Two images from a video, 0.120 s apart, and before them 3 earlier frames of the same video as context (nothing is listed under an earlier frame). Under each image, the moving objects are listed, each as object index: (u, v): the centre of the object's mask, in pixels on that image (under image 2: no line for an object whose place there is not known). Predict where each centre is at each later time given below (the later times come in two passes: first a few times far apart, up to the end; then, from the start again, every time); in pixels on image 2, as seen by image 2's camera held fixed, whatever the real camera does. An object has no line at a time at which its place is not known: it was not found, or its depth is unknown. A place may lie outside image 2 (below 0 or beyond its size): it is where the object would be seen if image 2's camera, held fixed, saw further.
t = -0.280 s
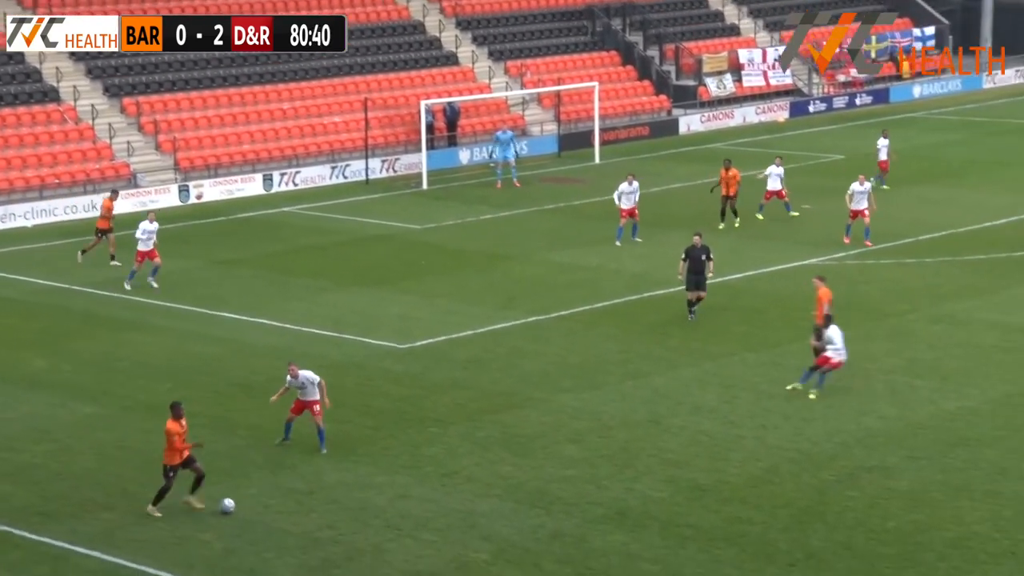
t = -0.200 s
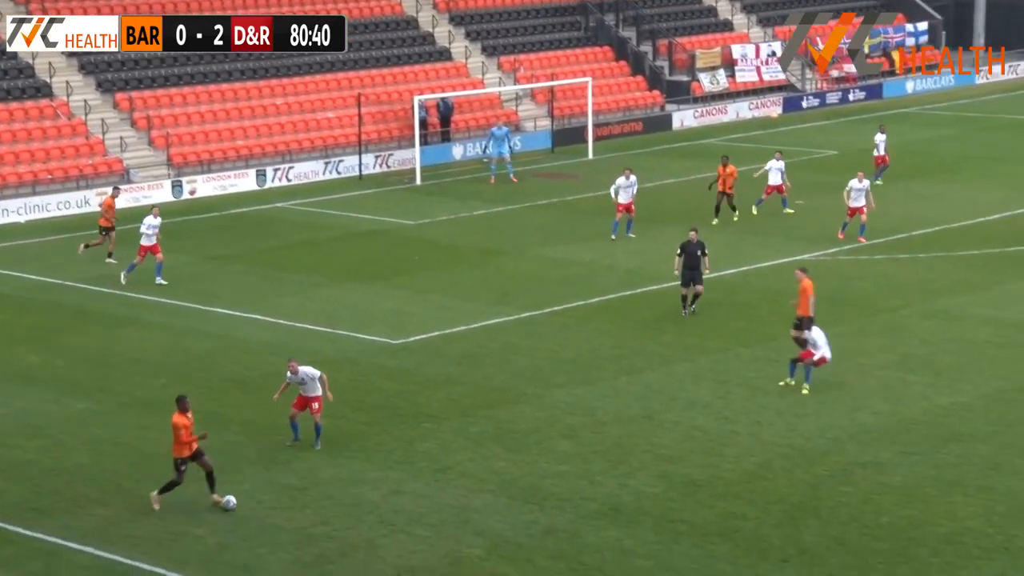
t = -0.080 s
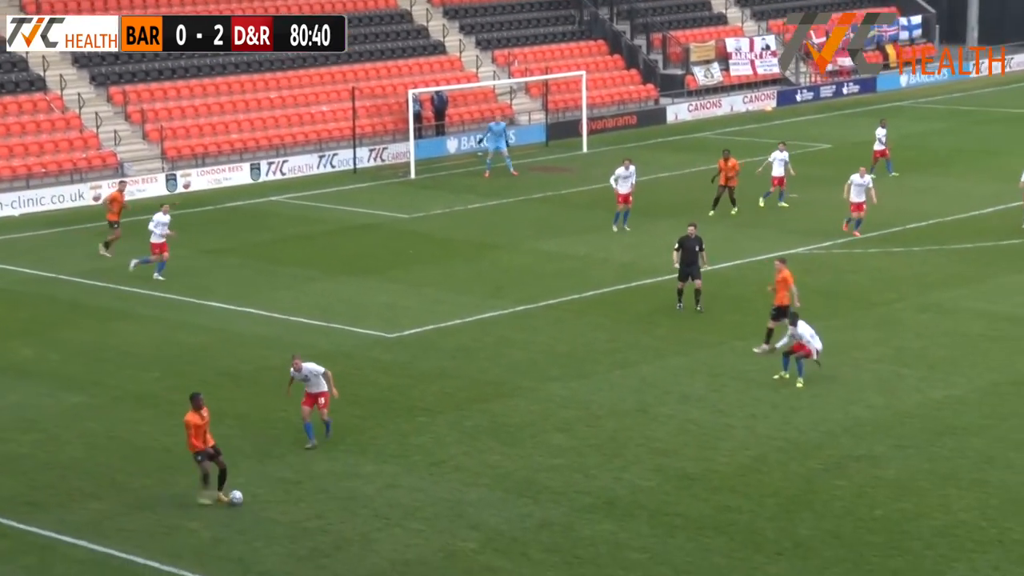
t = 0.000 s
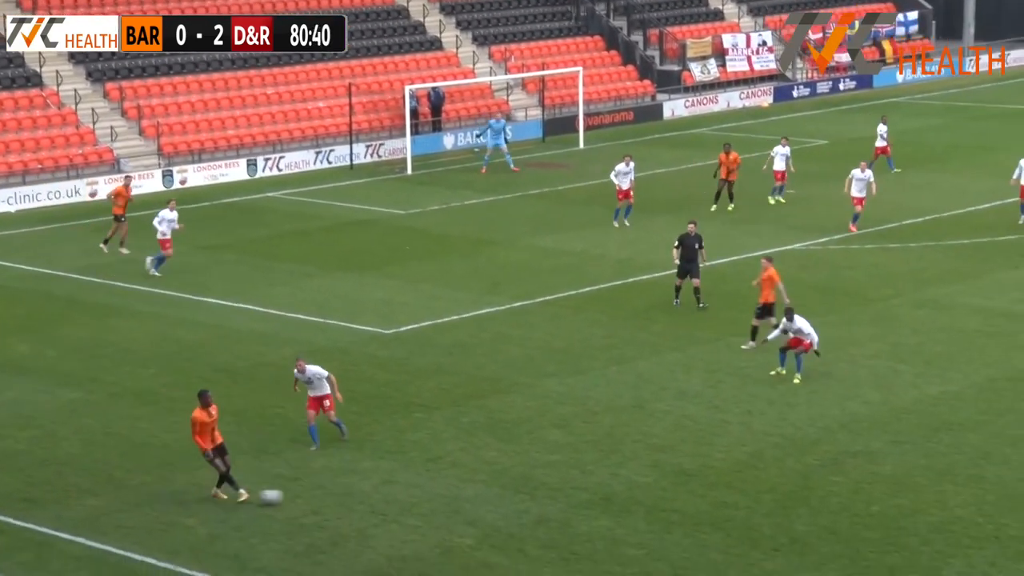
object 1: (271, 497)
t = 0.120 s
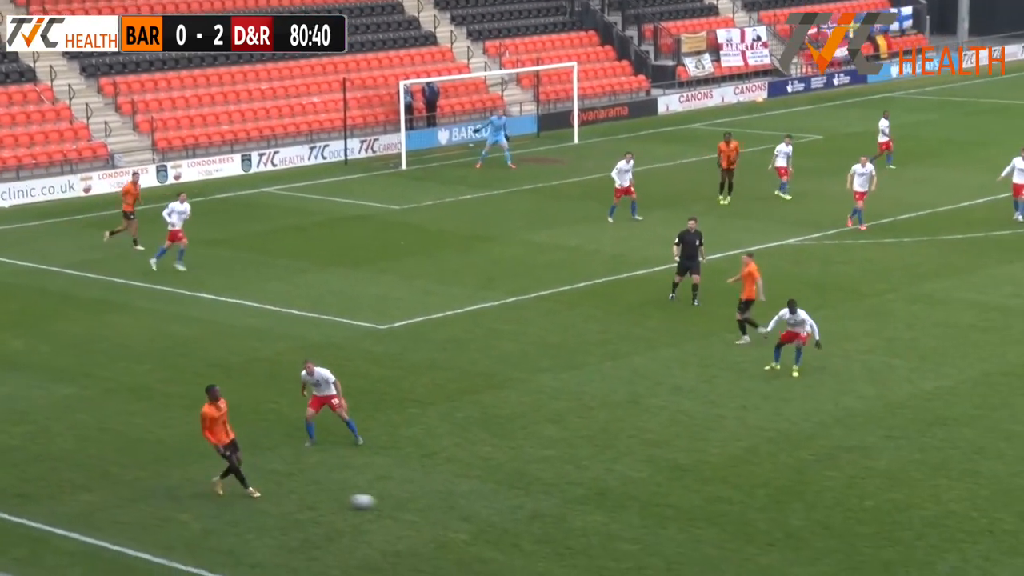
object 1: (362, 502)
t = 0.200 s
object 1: (424, 504)
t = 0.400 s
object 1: (576, 522)
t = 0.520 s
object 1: (660, 525)
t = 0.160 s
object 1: (394, 503)
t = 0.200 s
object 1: (424, 504)
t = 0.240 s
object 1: (454, 506)
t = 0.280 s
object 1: (484, 509)
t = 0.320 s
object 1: (515, 513)
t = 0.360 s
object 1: (546, 519)
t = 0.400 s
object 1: (576, 522)
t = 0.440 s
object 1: (604, 522)
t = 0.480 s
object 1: (632, 522)
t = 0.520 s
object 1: (660, 525)
